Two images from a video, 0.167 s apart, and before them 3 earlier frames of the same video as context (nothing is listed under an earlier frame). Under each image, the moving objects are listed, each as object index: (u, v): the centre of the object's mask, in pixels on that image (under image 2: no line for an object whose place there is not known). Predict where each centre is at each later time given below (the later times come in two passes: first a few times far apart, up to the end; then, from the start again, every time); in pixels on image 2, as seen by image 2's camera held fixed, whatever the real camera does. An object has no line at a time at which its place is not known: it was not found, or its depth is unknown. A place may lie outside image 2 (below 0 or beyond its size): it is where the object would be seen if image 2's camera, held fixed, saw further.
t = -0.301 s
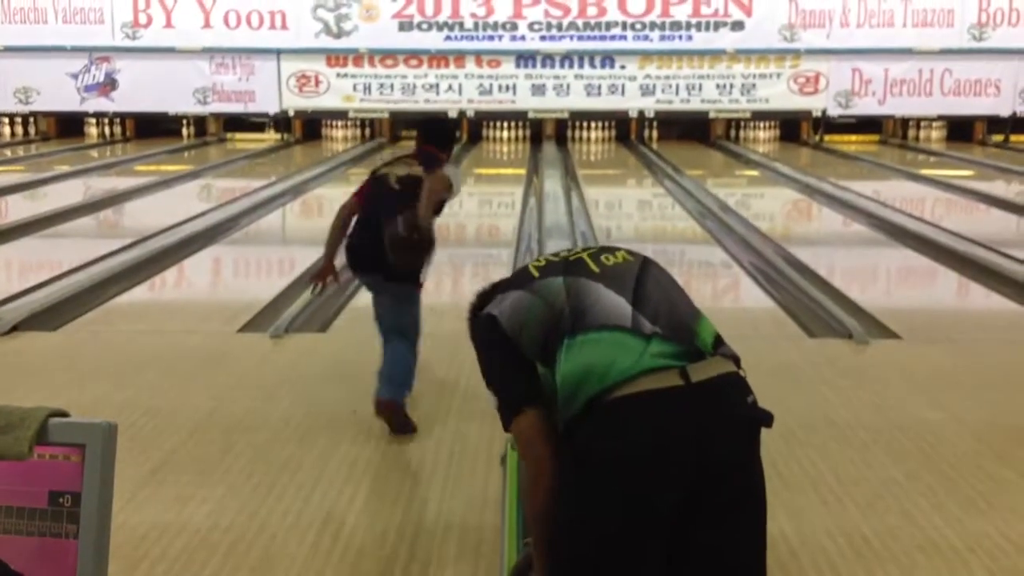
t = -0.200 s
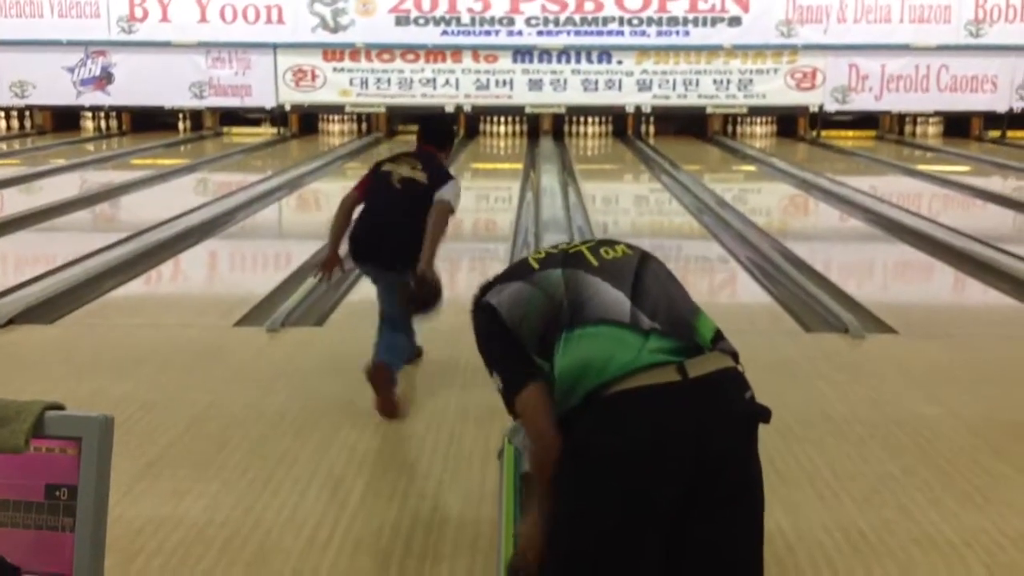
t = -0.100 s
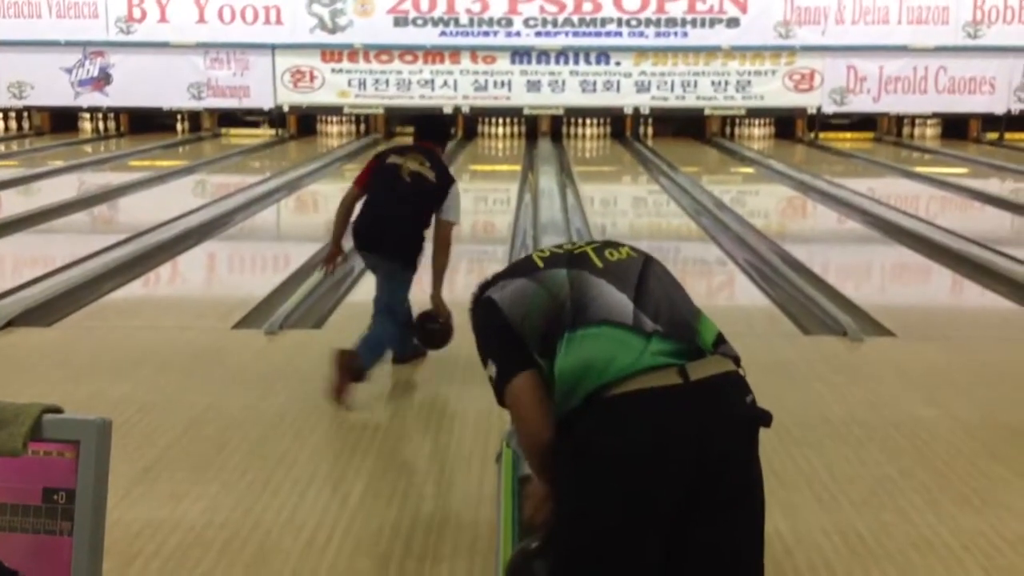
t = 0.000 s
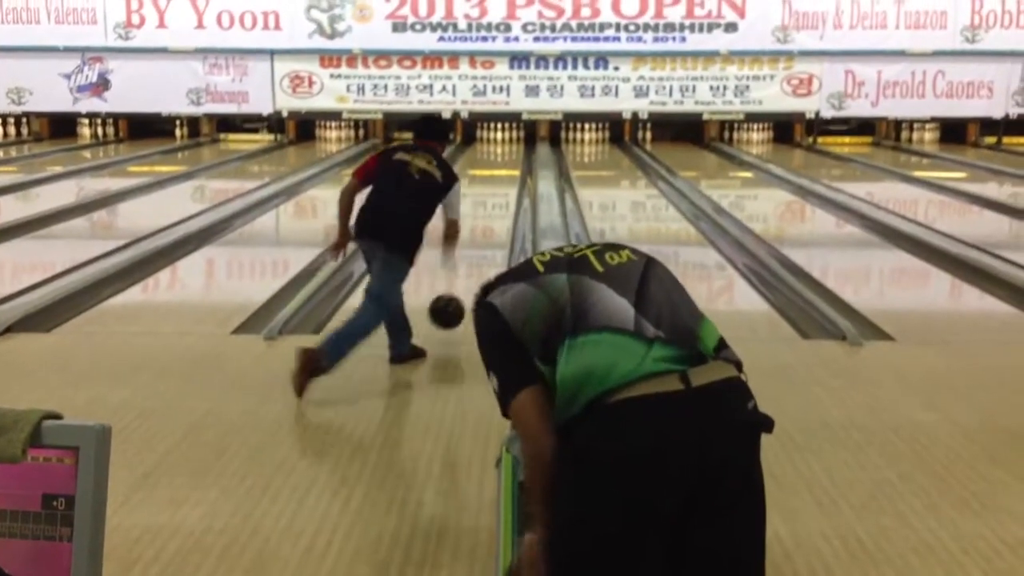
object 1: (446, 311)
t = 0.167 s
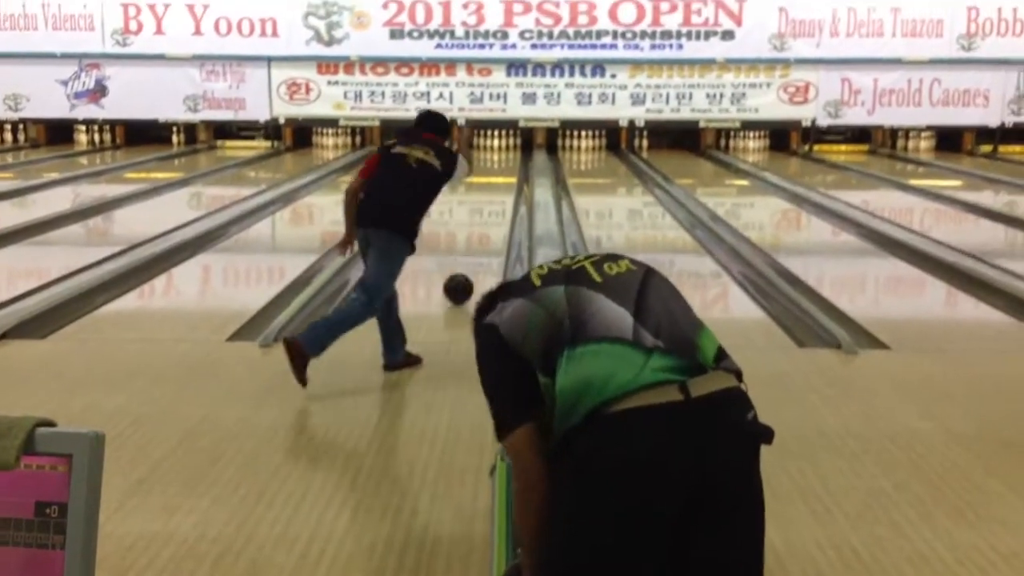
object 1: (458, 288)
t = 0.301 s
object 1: (468, 263)
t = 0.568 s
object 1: (481, 229)
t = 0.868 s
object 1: (489, 201)
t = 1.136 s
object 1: (495, 184)
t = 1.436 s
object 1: (498, 170)
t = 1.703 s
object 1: (498, 160)
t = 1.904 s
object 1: (498, 155)
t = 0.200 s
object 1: (461, 282)
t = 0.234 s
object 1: (463, 275)
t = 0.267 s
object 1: (466, 269)
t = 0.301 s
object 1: (468, 263)
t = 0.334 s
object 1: (469, 258)
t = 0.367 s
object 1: (471, 254)
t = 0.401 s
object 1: (473, 249)
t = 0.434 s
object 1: (475, 245)
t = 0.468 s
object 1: (476, 240)
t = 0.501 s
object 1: (477, 237)
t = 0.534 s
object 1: (479, 233)
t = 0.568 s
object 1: (481, 229)
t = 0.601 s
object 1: (482, 225)
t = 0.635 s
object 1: (483, 222)
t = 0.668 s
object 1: (484, 218)
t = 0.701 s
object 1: (485, 214)
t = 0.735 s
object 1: (486, 211)
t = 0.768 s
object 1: (487, 206)
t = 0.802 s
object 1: (488, 205)
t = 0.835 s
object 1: (488, 204)
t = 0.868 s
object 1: (489, 201)
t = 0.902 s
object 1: (491, 197)
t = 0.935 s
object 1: (492, 195)
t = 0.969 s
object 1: (492, 194)
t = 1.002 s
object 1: (492, 192)
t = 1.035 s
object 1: (493, 190)
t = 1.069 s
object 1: (494, 189)
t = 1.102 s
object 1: (495, 186)
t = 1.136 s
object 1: (495, 184)
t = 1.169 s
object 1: (496, 182)
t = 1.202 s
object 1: (496, 181)
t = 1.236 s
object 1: (497, 179)
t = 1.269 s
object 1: (497, 178)
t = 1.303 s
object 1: (498, 177)
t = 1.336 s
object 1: (498, 175)
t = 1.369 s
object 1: (497, 172)
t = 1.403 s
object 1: (497, 170)
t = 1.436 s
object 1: (498, 170)
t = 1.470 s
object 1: (498, 168)
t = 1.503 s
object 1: (499, 166)
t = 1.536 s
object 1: (499, 165)
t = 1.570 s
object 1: (499, 164)
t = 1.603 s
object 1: (499, 163)
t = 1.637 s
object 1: (499, 163)
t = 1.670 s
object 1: (499, 161)
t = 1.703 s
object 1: (498, 160)
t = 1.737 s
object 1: (498, 159)
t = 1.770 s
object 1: (499, 158)
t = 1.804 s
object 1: (498, 156)
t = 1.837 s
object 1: (498, 156)
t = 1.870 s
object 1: (498, 156)
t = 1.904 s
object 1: (498, 155)
